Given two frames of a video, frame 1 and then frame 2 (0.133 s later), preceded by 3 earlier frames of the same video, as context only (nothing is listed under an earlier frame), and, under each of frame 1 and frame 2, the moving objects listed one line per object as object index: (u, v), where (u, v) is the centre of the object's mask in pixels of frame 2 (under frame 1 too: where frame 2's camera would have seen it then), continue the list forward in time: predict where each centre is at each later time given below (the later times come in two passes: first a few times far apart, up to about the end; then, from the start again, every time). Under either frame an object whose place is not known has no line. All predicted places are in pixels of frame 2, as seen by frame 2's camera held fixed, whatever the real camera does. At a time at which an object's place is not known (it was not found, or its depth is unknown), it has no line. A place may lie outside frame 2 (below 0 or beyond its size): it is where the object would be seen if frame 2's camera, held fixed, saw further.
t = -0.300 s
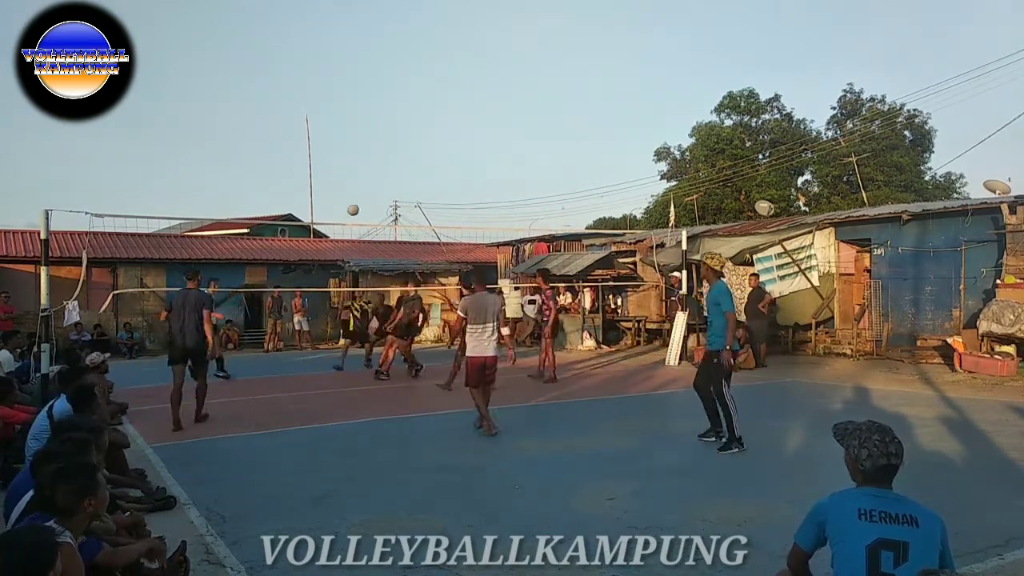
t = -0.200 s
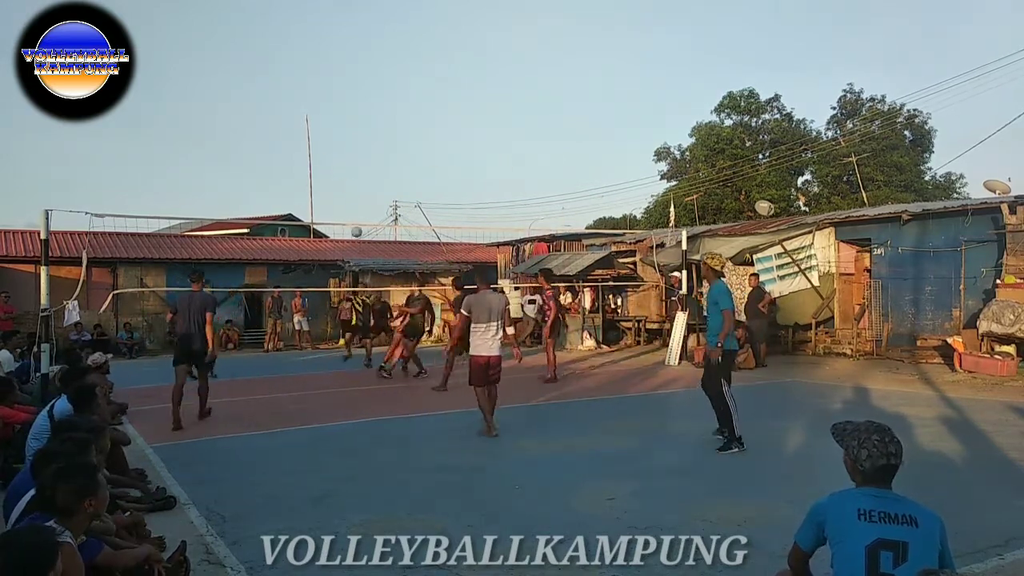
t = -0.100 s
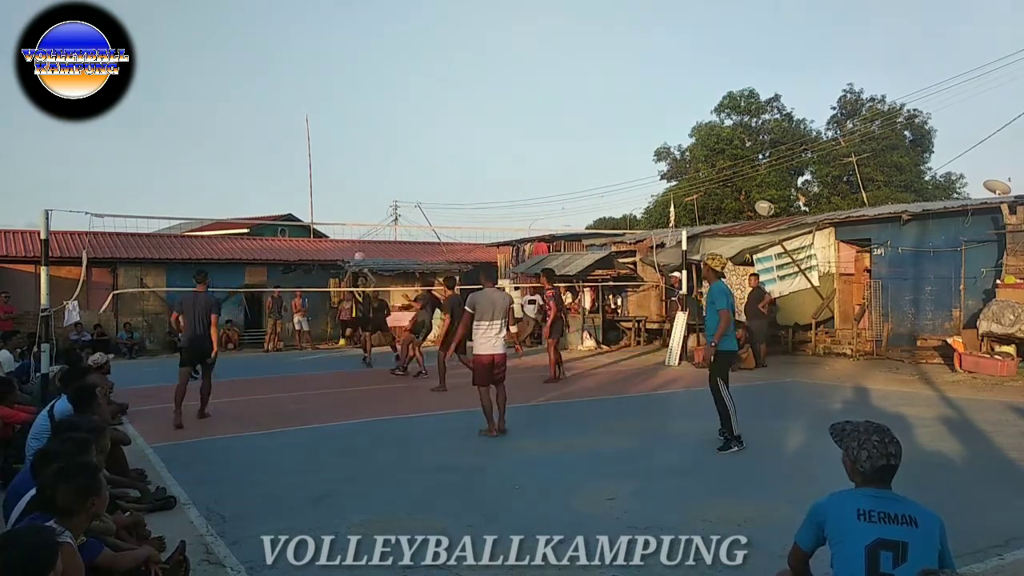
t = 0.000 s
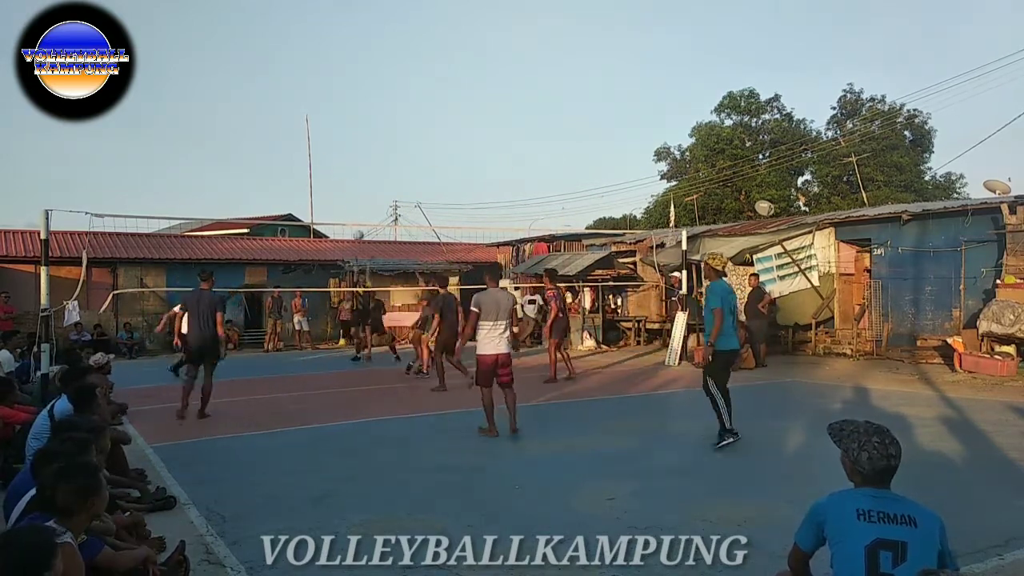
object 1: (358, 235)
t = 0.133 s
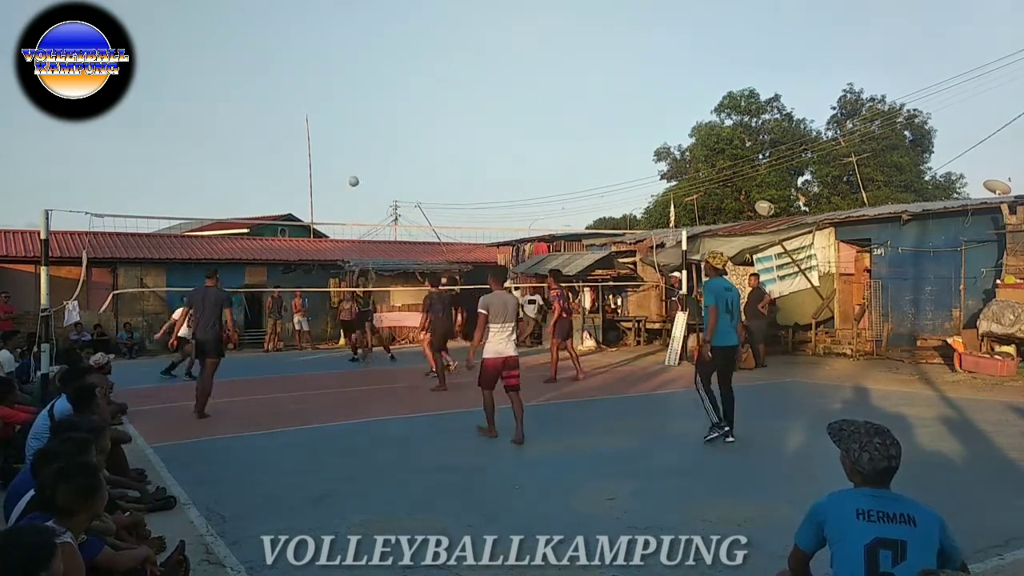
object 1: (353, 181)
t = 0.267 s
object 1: (348, 136)
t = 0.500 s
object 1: (340, 80)
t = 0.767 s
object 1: (331, 49)
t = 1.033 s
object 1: (322, 54)
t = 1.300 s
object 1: (313, 98)
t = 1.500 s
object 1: (306, 157)
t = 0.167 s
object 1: (352, 169)
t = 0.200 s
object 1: (351, 158)
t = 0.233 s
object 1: (350, 147)
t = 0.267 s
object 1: (348, 136)
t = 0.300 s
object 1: (347, 127)
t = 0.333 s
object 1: (346, 118)
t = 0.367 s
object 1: (344, 109)
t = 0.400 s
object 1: (344, 101)
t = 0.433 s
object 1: (342, 93)
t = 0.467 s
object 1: (341, 86)
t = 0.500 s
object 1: (340, 80)
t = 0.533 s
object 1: (339, 74)
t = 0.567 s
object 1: (338, 68)
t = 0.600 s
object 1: (337, 64)
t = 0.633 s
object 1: (336, 60)
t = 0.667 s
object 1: (334, 56)
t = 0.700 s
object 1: (333, 53)
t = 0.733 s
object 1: (332, 51)
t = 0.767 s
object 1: (331, 49)
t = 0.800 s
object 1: (330, 47)
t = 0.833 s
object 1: (329, 46)
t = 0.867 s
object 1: (328, 46)
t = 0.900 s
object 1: (326, 47)
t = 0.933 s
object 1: (325, 47)
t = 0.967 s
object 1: (324, 49)
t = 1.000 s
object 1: (323, 51)
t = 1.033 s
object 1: (322, 54)
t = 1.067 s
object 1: (320, 57)
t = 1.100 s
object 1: (319, 61)
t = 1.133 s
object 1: (318, 66)
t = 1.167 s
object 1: (317, 71)
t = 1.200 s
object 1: (316, 77)
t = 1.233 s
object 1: (315, 83)
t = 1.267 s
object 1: (314, 90)
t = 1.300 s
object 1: (313, 98)
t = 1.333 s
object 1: (312, 106)
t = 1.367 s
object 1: (311, 115)
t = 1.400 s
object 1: (309, 124)
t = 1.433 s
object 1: (309, 134)
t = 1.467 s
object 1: (307, 145)
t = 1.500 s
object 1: (306, 157)
